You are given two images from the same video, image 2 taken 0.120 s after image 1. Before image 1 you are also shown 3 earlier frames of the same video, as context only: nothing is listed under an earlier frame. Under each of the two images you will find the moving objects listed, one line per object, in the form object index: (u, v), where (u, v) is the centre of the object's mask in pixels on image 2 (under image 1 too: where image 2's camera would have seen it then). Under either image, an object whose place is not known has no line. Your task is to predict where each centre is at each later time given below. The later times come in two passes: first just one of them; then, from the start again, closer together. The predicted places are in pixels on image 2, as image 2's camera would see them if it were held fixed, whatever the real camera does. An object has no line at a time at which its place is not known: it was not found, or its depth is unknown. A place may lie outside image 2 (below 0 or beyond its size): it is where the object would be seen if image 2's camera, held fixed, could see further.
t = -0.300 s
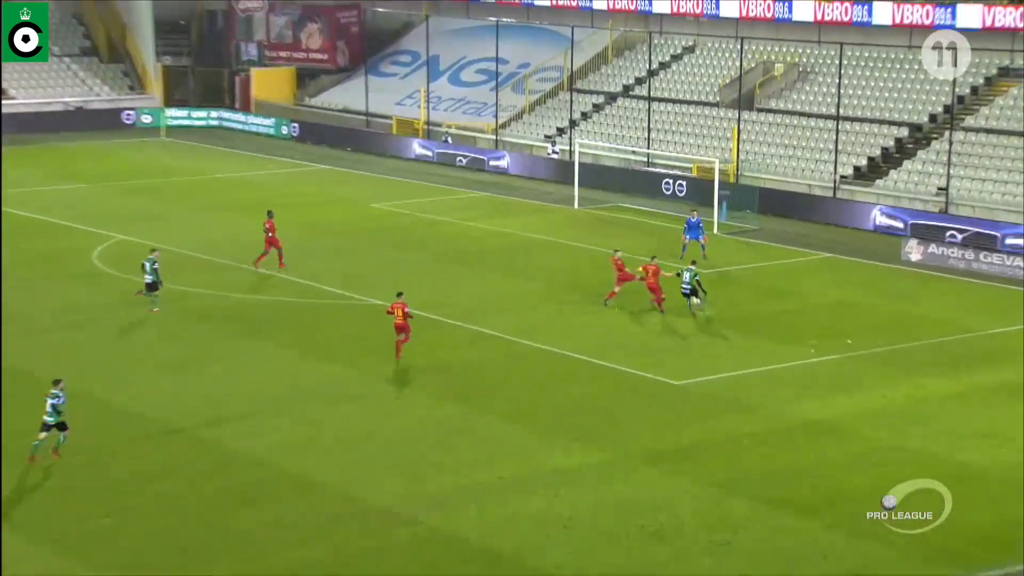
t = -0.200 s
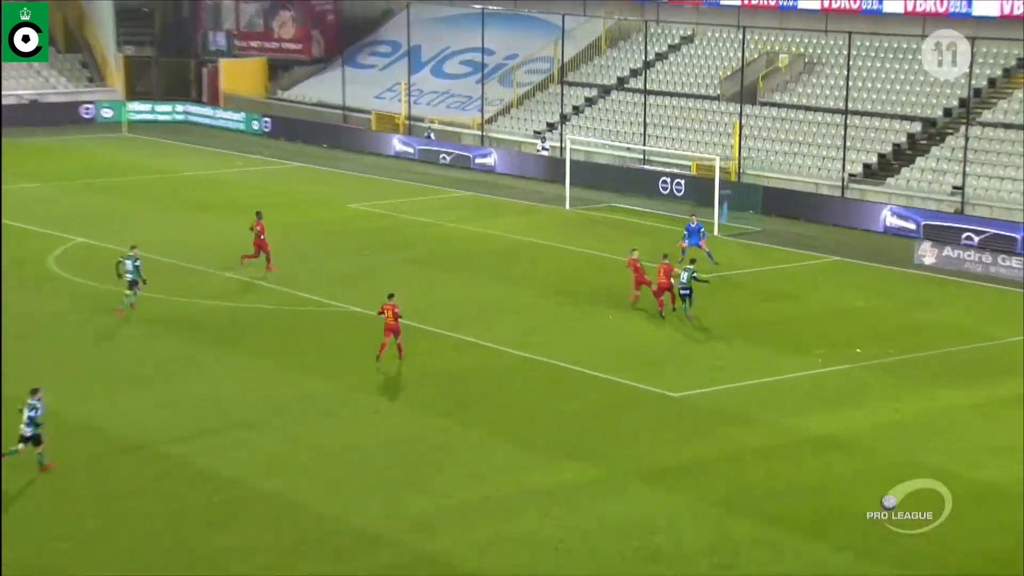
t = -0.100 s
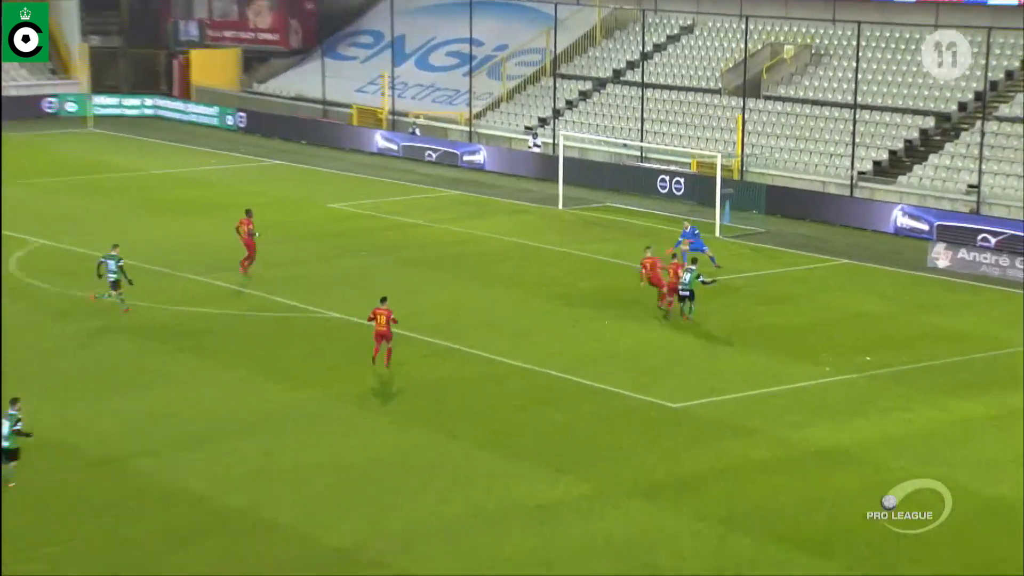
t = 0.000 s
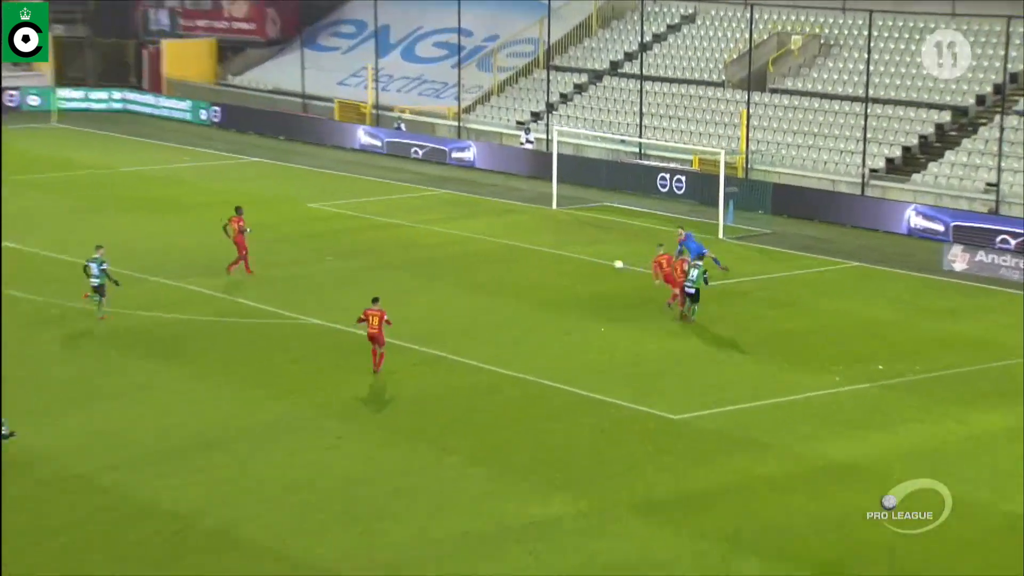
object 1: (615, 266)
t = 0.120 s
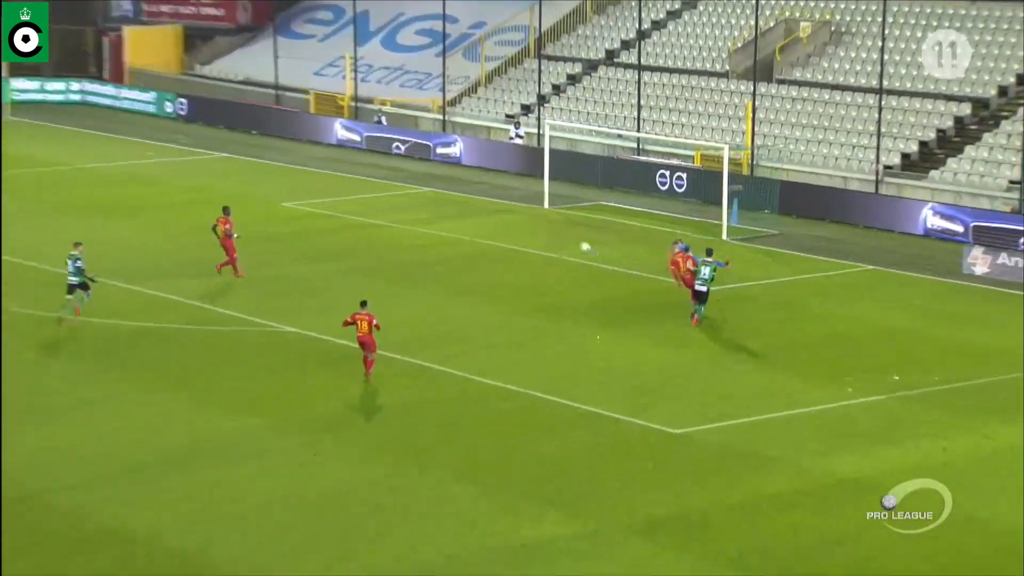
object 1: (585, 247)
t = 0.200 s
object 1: (564, 234)
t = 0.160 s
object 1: (574, 239)
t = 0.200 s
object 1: (564, 234)
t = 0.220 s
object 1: (558, 232)
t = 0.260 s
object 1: (548, 228)
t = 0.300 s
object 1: (537, 224)
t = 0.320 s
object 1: (532, 223)
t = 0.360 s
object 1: (521, 221)
